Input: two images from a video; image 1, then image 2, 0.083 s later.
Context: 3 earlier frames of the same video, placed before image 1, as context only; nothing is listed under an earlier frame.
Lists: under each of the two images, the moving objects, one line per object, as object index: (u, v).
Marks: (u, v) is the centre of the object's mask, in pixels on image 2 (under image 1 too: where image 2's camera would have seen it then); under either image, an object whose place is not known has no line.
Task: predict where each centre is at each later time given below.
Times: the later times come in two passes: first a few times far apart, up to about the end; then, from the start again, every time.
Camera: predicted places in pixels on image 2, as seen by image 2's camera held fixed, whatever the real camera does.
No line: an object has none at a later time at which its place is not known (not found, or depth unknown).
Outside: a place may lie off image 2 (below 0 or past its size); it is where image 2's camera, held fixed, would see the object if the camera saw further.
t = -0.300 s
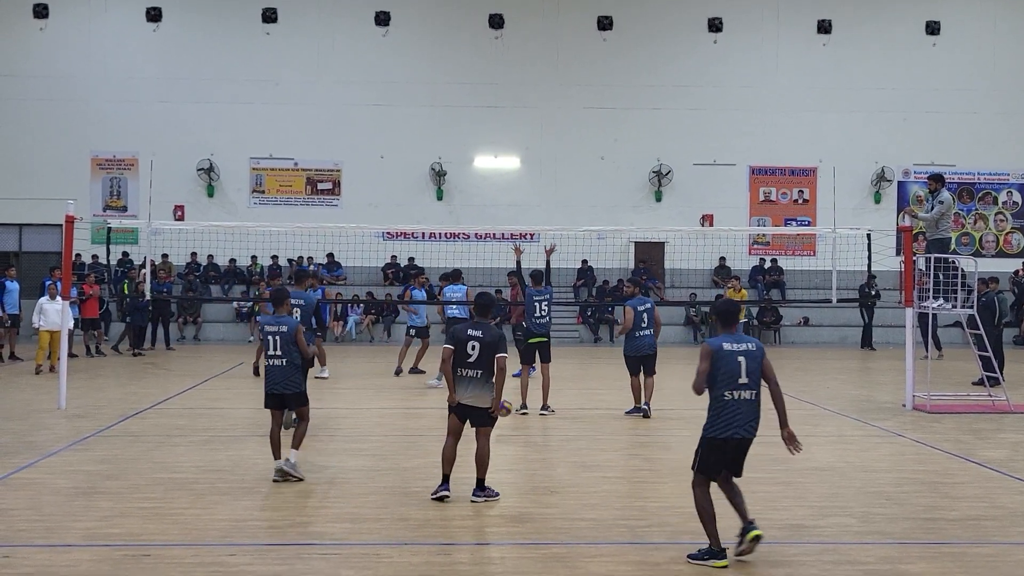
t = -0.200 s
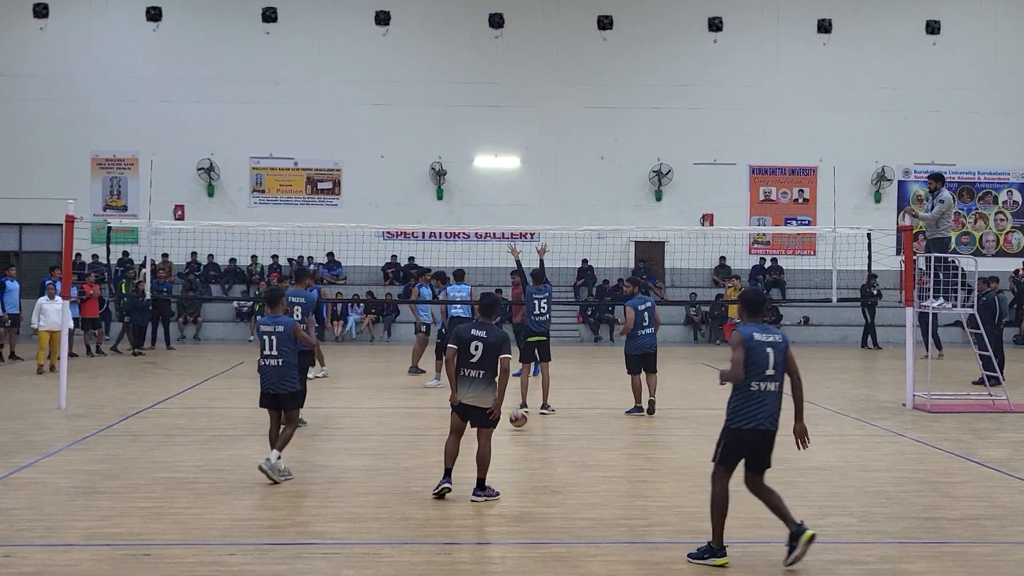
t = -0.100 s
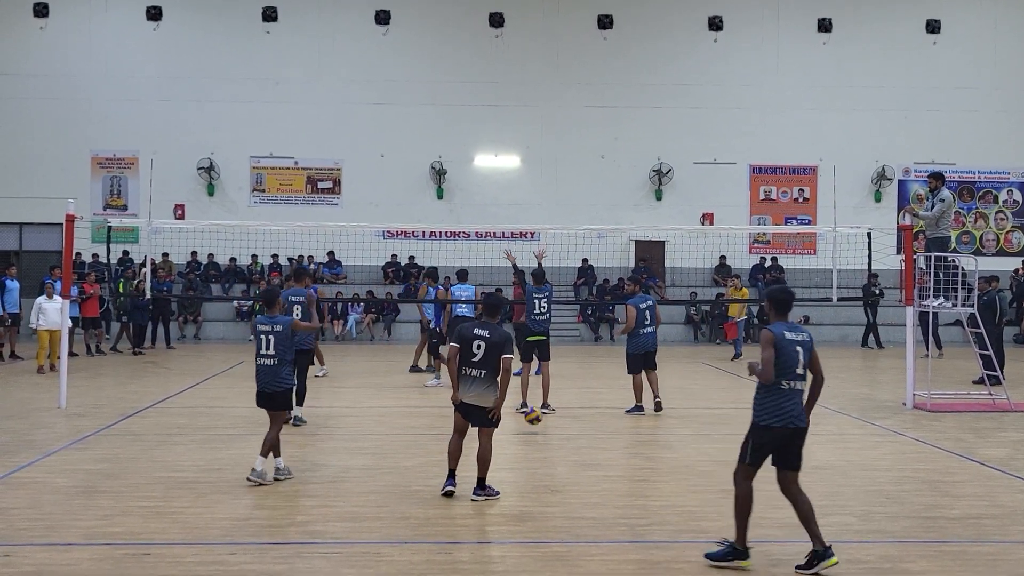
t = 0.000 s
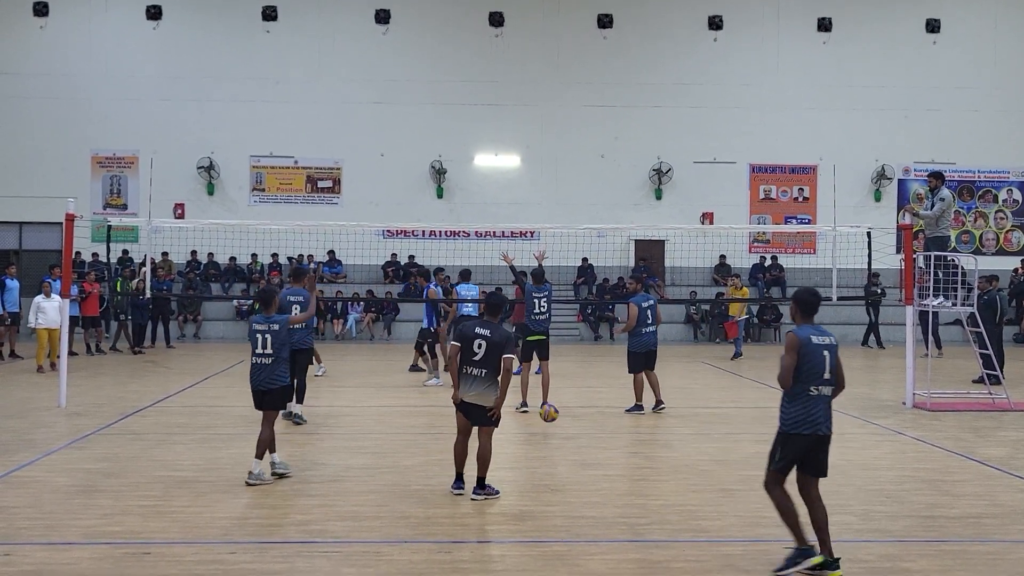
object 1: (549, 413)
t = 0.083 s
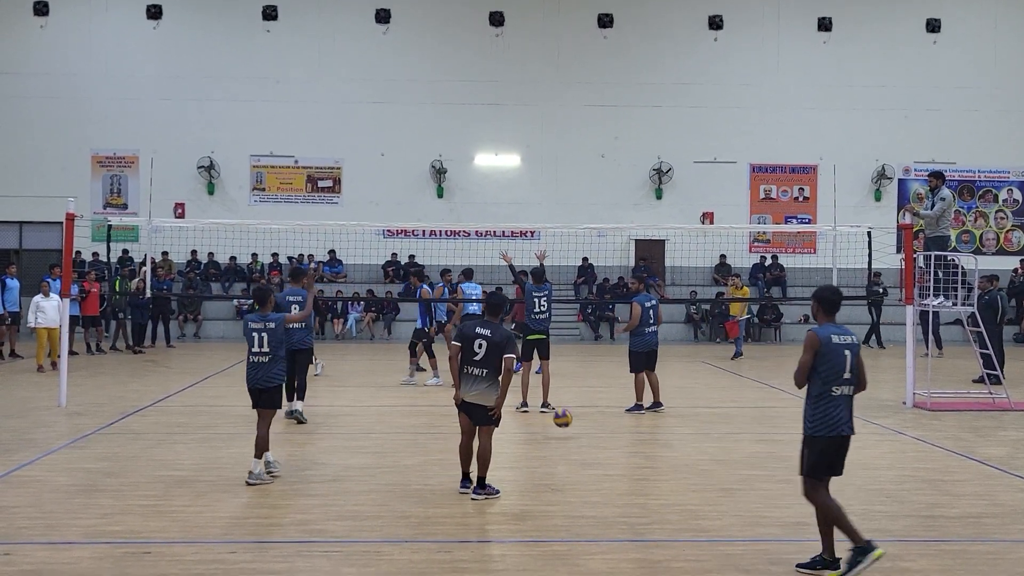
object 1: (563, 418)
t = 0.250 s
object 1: (590, 428)
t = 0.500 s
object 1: (635, 440)
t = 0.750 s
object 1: (683, 441)
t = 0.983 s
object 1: (732, 458)
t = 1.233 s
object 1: (789, 480)
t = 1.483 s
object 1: (852, 494)
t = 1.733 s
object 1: (925, 514)
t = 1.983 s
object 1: (1008, 529)
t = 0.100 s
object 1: (565, 419)
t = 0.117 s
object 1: (568, 422)
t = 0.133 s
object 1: (571, 425)
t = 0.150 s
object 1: (574, 427)
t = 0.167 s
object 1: (577, 430)
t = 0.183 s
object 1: (579, 434)
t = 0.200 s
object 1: (582, 432)
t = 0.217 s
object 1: (585, 431)
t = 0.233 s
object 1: (588, 429)
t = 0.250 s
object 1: (590, 428)
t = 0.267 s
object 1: (593, 426)
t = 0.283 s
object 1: (596, 425)
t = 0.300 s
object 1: (599, 424)
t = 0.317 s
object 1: (602, 425)
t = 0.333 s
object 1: (605, 424)
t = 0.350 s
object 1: (608, 425)
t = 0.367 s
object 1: (611, 425)
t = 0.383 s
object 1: (614, 426)
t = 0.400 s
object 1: (617, 428)
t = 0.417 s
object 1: (620, 429)
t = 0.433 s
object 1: (623, 430)
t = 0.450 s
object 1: (626, 432)
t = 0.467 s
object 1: (629, 434)
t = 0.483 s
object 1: (632, 436)
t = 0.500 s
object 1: (635, 440)
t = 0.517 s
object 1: (638, 443)
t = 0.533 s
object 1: (641, 446)
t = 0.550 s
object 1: (645, 448)
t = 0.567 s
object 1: (648, 446)
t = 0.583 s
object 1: (651, 445)
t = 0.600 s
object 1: (654, 443)
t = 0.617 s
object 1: (657, 442)
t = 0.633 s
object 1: (660, 440)
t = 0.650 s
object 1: (664, 439)
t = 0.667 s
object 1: (667, 439)
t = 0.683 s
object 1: (670, 439)
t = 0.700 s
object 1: (673, 439)
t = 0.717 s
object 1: (677, 439)
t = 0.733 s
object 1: (680, 440)
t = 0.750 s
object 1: (683, 441)
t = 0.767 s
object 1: (687, 442)
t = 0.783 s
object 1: (690, 445)
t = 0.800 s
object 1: (693, 446)
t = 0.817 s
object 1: (697, 448)
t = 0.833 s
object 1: (700, 451)
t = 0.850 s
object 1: (703, 453)
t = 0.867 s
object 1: (707, 457)
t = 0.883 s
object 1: (711, 461)
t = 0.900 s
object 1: (714, 464)
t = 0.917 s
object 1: (718, 464)
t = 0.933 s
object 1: (721, 462)
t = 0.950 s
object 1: (725, 460)
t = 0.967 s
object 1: (729, 459)
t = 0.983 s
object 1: (732, 458)
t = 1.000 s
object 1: (736, 457)
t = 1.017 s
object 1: (739, 456)
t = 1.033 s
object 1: (743, 456)
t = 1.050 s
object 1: (747, 456)
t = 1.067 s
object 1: (751, 457)
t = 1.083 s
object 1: (754, 458)
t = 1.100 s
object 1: (758, 458)
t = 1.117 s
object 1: (762, 460)
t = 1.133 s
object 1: (766, 462)
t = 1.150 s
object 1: (770, 464)
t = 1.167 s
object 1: (773, 467)
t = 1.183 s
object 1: (777, 470)
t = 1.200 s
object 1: (781, 473)
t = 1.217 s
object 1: (785, 476)
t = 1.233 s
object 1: (789, 480)
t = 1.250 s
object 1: (793, 482)
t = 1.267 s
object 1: (797, 480)
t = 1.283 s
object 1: (801, 479)
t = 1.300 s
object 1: (805, 479)
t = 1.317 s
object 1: (809, 478)
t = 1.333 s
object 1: (814, 478)
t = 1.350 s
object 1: (818, 479)
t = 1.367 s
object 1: (822, 480)
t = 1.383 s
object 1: (827, 481)
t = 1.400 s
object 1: (831, 481)
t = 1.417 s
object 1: (835, 484)
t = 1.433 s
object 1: (839, 486)
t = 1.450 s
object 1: (843, 488)
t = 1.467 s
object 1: (848, 491)
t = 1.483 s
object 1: (852, 494)
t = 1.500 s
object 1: (857, 497)
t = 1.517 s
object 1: (861, 498)
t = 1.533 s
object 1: (866, 496)
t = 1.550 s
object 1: (871, 496)
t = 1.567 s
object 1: (876, 496)
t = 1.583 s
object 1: (880, 496)
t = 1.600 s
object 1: (885, 496)
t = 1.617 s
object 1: (890, 497)
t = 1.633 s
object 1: (895, 499)
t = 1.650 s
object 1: (899, 499)
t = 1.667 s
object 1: (905, 501)
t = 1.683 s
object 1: (910, 504)
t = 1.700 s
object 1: (915, 506)
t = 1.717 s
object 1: (920, 510)
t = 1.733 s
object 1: (925, 514)
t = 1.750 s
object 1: (931, 514)
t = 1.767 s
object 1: (936, 513)
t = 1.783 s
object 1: (941, 513)
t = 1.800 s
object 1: (946, 513)
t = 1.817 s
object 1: (952, 513)
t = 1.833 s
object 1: (957, 514)
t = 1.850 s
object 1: (963, 515)
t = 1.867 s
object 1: (968, 516)
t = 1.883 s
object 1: (974, 519)
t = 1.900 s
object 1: (980, 520)
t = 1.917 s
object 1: (985, 523)
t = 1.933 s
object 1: (991, 528)
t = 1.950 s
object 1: (997, 530)
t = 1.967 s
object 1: (1004, 529)
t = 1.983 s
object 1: (1008, 529)
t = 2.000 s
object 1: (1011, 529)
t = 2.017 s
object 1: (1015, 529)
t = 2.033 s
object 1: (1017, 531)
